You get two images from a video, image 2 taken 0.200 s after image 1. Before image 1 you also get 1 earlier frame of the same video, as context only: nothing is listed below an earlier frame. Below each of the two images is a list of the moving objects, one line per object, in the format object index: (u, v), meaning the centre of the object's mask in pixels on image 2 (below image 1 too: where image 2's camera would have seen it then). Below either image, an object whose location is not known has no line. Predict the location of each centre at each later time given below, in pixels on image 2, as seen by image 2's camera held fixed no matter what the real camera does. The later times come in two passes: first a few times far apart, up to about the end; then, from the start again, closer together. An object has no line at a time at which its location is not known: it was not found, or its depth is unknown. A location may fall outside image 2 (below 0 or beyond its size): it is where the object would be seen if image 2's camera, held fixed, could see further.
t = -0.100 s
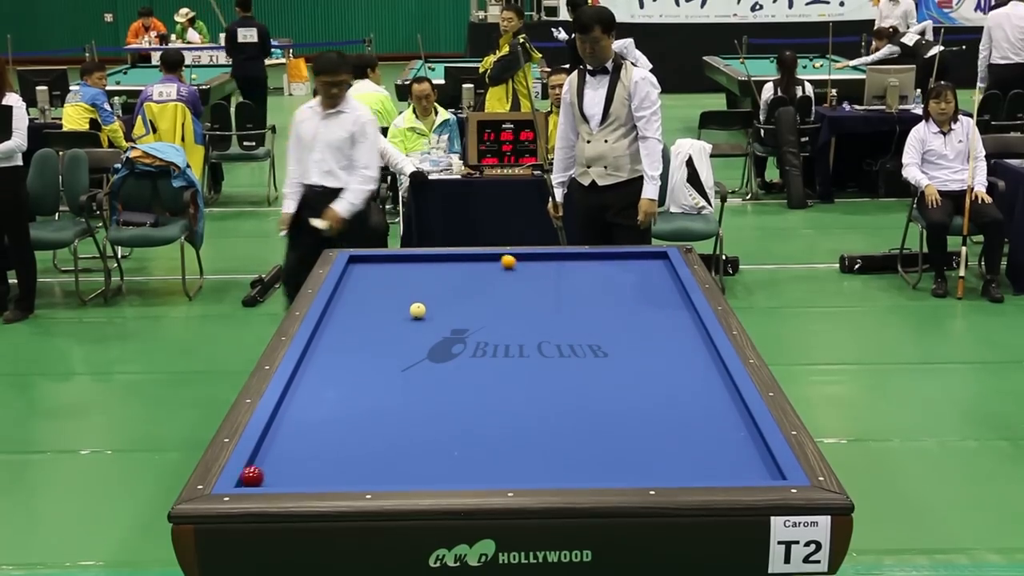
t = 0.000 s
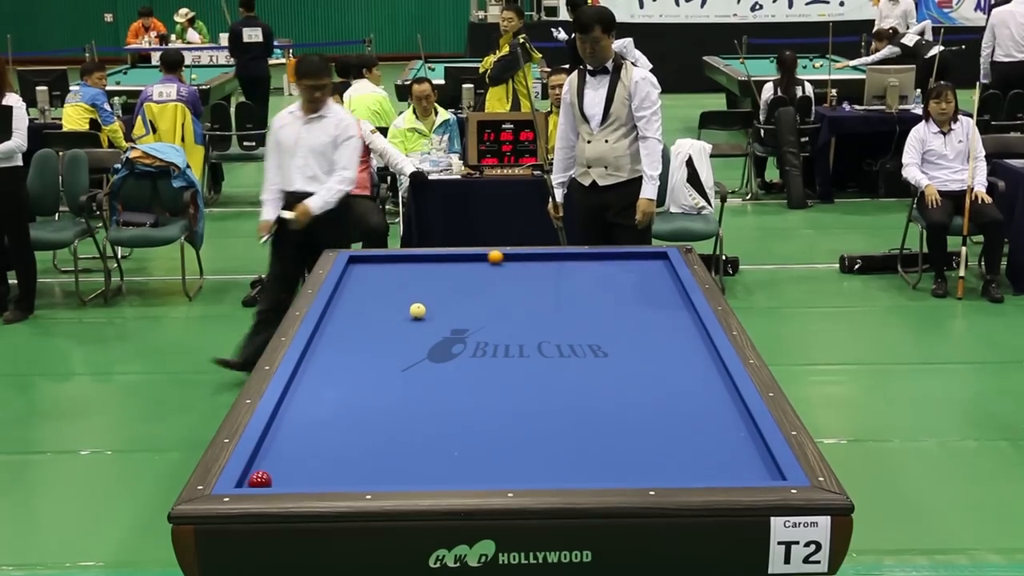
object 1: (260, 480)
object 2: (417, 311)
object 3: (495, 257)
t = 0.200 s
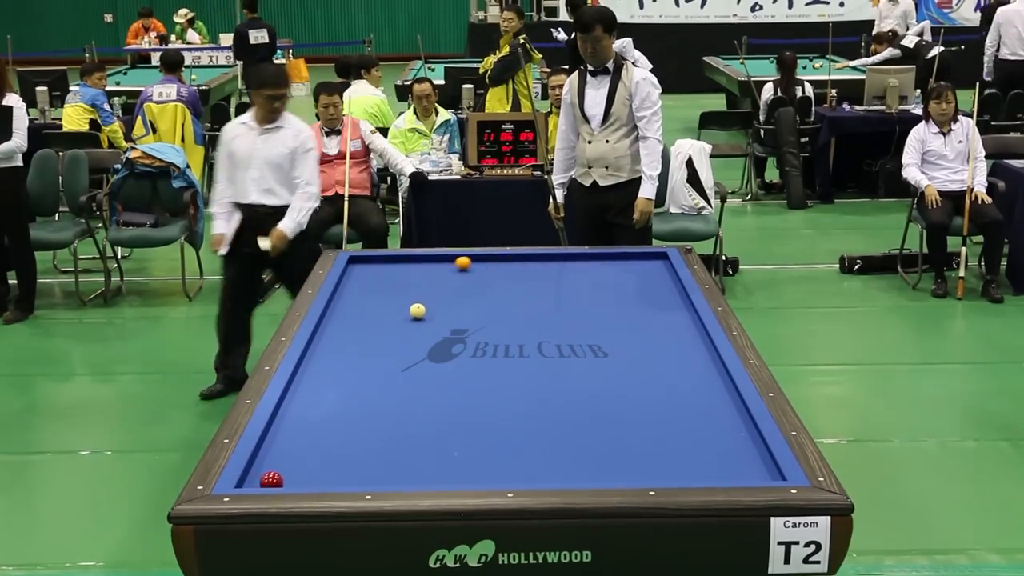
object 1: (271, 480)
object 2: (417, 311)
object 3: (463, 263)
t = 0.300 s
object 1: (276, 478)
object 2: (417, 311)
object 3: (446, 266)
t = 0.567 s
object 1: (290, 474)
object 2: (417, 311)
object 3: (402, 275)
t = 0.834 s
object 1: (302, 467)
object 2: (417, 311)
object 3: (355, 285)
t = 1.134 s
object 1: (315, 461)
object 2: (417, 311)
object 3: (362, 295)
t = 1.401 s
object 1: (326, 456)
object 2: (417, 312)
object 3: (385, 304)
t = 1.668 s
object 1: (336, 451)
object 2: (424, 312)
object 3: (401, 313)
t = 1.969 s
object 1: (347, 447)
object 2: (447, 313)
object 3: (402, 323)
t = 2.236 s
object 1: (355, 443)
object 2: (467, 314)
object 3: (403, 331)
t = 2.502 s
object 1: (363, 440)
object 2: (486, 315)
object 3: (405, 340)
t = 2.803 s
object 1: (371, 436)
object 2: (506, 316)
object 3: (406, 350)
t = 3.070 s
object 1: (376, 433)
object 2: (523, 317)
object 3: (407, 359)
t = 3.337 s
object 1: (382, 431)
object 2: (540, 318)
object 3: (409, 368)
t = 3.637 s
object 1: (387, 429)
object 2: (558, 319)
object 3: (410, 379)
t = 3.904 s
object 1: (391, 427)
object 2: (573, 319)
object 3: (411, 388)
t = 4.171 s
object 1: (394, 426)
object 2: (586, 320)
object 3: (412, 397)
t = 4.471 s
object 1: (397, 425)
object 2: (601, 321)
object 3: (413, 408)
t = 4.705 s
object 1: (398, 424)
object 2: (612, 321)
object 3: (415, 415)
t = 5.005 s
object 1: (392, 426)
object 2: (625, 321)
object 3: (426, 423)
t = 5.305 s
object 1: (384, 429)
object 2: (636, 322)
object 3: (441, 429)
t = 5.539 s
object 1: (379, 431)
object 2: (645, 322)
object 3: (452, 434)
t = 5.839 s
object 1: (373, 433)
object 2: (654, 323)
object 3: (466, 439)
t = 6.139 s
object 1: (368, 435)
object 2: (663, 323)
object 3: (480, 445)
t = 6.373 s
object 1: (365, 436)
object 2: (669, 323)
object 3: (490, 449)
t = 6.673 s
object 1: (362, 437)
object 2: (676, 323)
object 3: (502, 453)
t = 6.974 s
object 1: (360, 438)
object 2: (681, 323)
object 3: (513, 458)
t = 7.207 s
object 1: (359, 438)
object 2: (685, 324)
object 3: (521, 461)
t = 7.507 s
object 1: (358, 438)
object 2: (688, 324)
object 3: (531, 465)
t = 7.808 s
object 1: (358, 438)
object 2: (691, 324)
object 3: (541, 469)
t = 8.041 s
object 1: (358, 438)
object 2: (691, 324)
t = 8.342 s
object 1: (358, 438)
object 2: (692, 324)
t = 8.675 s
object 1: (358, 438)
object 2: (692, 324)
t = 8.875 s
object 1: (358, 438)
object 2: (692, 324)
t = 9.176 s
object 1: (358, 438)
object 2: (692, 324)
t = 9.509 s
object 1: (358, 439)
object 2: (692, 324)
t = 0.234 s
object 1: (273, 479)
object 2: (417, 311)
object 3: (457, 264)
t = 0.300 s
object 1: (276, 478)
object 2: (417, 311)
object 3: (446, 266)
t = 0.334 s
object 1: (278, 478)
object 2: (417, 311)
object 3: (441, 267)
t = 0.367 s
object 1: (280, 477)
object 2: (417, 311)
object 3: (435, 268)
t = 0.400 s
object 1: (282, 477)
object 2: (417, 311)
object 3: (430, 269)
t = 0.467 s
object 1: (285, 476)
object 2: (417, 311)
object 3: (418, 272)
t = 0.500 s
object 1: (287, 475)
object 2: (417, 311)
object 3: (413, 273)
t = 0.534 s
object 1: (288, 474)
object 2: (417, 311)
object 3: (407, 274)
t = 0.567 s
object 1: (290, 474)
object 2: (417, 311)
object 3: (402, 275)
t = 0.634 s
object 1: (293, 472)
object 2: (417, 311)
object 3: (390, 277)
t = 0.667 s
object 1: (295, 471)
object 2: (417, 311)
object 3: (384, 279)
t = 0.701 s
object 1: (296, 470)
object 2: (417, 311)
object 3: (379, 280)
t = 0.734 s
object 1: (298, 470)
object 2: (417, 311)
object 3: (373, 281)
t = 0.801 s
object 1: (301, 468)
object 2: (417, 311)
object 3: (361, 283)
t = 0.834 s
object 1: (302, 467)
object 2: (417, 311)
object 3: (355, 285)
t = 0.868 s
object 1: (304, 467)
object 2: (417, 311)
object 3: (349, 286)
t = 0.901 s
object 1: (305, 466)
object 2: (417, 311)
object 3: (343, 287)
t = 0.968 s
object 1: (308, 465)
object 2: (417, 311)
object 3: (347, 289)
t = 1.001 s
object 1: (310, 464)
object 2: (417, 311)
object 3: (350, 290)
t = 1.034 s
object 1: (311, 463)
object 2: (417, 311)
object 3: (353, 292)
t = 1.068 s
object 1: (313, 462)
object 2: (417, 312)
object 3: (356, 293)
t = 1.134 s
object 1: (315, 461)
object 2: (417, 311)
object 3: (362, 295)
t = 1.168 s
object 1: (317, 461)
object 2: (417, 311)
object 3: (364, 296)
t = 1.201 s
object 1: (318, 460)
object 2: (417, 311)
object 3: (367, 297)
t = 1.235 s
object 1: (320, 459)
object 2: (417, 311)
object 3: (370, 298)
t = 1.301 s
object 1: (322, 458)
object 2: (417, 311)
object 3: (376, 300)
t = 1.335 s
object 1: (324, 457)
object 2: (417, 311)
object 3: (379, 302)
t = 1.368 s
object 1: (325, 457)
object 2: (417, 311)
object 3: (382, 303)
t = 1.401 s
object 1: (326, 456)
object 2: (417, 312)
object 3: (385, 304)
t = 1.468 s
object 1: (329, 455)
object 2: (417, 311)
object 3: (391, 306)
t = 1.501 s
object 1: (330, 454)
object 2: (417, 311)
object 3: (394, 308)
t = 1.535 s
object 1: (331, 454)
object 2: (417, 311)
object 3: (396, 309)
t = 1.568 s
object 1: (333, 453)
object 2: (417, 311)
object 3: (400, 310)
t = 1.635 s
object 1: (335, 452)
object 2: (422, 312)
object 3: (401, 312)
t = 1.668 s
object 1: (336, 451)
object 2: (424, 312)
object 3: (401, 313)
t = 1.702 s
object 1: (337, 451)
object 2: (427, 312)
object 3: (401, 314)
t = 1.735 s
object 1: (338, 450)
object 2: (430, 312)
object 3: (401, 315)
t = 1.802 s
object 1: (341, 449)
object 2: (435, 312)
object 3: (401, 317)
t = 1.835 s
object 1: (342, 448)
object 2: (437, 312)
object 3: (402, 318)
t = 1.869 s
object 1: (343, 448)
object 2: (440, 313)
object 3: (402, 319)
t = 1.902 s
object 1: (344, 448)
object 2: (442, 313)
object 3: (402, 321)
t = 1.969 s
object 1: (347, 447)
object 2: (447, 313)
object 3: (402, 323)
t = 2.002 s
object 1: (348, 446)
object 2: (450, 313)
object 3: (402, 324)
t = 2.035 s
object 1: (349, 446)
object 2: (452, 313)
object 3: (402, 325)
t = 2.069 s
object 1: (350, 445)
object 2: (455, 313)
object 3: (402, 326)
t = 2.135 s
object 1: (352, 445)
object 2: (460, 314)
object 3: (403, 328)
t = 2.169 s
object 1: (353, 444)
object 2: (462, 314)
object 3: (403, 329)
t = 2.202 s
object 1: (354, 443)
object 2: (465, 314)
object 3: (403, 330)
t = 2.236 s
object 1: (355, 443)
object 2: (467, 314)
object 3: (403, 331)
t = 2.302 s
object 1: (357, 442)
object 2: (472, 314)
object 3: (404, 333)
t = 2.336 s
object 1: (358, 442)
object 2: (474, 314)
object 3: (404, 334)
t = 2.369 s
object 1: (359, 441)
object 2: (477, 314)
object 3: (404, 336)
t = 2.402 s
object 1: (360, 441)
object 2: (479, 314)
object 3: (404, 336)
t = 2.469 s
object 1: (362, 440)
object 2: (484, 315)
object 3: (404, 339)
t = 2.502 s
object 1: (363, 440)
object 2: (486, 315)
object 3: (405, 340)
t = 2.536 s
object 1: (364, 439)
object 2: (488, 315)
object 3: (405, 341)
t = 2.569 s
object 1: (364, 439)
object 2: (491, 315)
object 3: (405, 342)
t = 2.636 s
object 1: (366, 438)
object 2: (495, 316)
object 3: (405, 344)
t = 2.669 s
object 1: (367, 438)
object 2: (497, 316)
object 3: (405, 346)
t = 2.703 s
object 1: (368, 437)
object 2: (500, 316)
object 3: (405, 347)
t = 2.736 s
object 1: (369, 437)
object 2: (502, 316)
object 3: (406, 348)
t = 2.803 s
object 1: (371, 436)
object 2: (506, 316)
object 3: (406, 350)
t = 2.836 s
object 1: (371, 436)
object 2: (508, 317)
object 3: (406, 351)
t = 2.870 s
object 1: (372, 435)
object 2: (511, 317)
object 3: (406, 352)
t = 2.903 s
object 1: (373, 435)
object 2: (513, 317)
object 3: (407, 353)
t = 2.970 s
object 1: (374, 434)
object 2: (517, 316)
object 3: (407, 355)
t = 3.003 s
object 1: (375, 434)
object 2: (519, 317)
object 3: (407, 356)
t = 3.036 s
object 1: (376, 434)
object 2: (521, 317)
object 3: (407, 358)
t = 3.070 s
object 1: (376, 433)
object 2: (523, 317)
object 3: (407, 359)
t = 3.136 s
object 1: (378, 433)
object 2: (528, 317)
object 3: (407, 361)
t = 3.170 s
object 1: (378, 432)
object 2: (530, 317)
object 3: (408, 362)
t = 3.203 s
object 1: (379, 432)
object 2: (532, 317)
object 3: (408, 363)
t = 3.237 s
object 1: (380, 432)
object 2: (534, 317)
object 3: (408, 364)
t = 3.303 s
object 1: (381, 431)
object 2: (538, 318)
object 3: (408, 367)
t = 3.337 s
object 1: (382, 431)
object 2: (540, 318)
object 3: (409, 368)
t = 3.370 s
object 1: (382, 431)
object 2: (542, 318)
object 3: (408, 369)
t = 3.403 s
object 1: (383, 430)
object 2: (544, 318)
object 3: (409, 370)
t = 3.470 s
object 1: (384, 430)
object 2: (548, 318)
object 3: (409, 373)
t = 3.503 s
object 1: (384, 430)
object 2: (550, 318)
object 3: (409, 374)
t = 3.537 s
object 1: (385, 429)
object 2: (552, 318)
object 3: (409, 375)
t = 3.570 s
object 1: (385, 429)
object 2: (554, 319)
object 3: (409, 376)
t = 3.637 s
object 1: (387, 429)
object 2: (558, 319)
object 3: (410, 379)
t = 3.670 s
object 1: (387, 428)
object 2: (559, 319)
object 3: (410, 380)
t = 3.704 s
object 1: (388, 428)
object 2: (561, 319)
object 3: (410, 381)
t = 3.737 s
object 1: (388, 428)
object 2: (563, 319)
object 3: (410, 382)
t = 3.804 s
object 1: (389, 427)
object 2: (567, 319)
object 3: (410, 384)
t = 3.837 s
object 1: (390, 427)
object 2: (569, 319)
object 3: (411, 385)
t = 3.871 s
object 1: (390, 427)
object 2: (571, 319)
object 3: (411, 387)
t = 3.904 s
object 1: (391, 427)
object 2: (573, 319)
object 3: (411, 388)
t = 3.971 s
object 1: (392, 427)
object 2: (576, 319)
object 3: (411, 390)
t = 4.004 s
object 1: (392, 426)
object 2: (578, 319)
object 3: (411, 391)
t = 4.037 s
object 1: (392, 427)
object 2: (580, 320)
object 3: (411, 392)
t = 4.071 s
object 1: (393, 426)
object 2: (581, 320)
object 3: (411, 394)
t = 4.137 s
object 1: (394, 426)
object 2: (585, 320)
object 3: (412, 396)
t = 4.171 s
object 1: (394, 426)
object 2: (586, 320)
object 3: (412, 397)
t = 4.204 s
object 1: (394, 426)
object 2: (588, 320)
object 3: (412, 398)
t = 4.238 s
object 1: (395, 426)
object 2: (590, 320)
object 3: (412, 399)
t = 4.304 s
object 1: (395, 425)
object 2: (593, 320)
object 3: (412, 402)
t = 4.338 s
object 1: (396, 425)
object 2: (595, 320)
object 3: (413, 403)
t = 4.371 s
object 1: (396, 425)
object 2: (596, 320)
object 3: (413, 404)
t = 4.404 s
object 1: (396, 425)
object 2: (598, 320)
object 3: (413, 405)
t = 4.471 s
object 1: (397, 425)
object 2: (601, 321)
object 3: (413, 408)
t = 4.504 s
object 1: (397, 425)
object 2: (603, 321)
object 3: (413, 409)
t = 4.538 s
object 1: (398, 424)
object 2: (604, 321)
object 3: (414, 410)
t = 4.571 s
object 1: (398, 425)
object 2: (606, 321)
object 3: (414, 411)
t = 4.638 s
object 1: (398, 425)
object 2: (609, 321)
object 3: (414, 413)
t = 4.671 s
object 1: (398, 424)
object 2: (610, 321)
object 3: (414, 414)
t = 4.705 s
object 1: (398, 424)
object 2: (612, 321)
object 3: (415, 415)
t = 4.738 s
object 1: (399, 424)
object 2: (613, 321)
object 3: (415, 417)
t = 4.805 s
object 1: (398, 425)
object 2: (616, 321)
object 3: (417, 419)
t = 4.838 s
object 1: (397, 425)
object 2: (618, 321)
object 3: (418, 420)
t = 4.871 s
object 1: (396, 425)
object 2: (619, 321)
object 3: (419, 420)
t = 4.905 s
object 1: (395, 426)
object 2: (621, 321)
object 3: (421, 421)
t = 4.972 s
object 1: (393, 426)
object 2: (624, 321)
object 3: (425, 423)
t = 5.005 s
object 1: (392, 426)
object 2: (625, 321)
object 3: (426, 423)
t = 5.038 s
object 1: (391, 427)
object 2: (626, 321)
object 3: (428, 424)
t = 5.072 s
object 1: (390, 427)
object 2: (627, 321)
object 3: (430, 425)
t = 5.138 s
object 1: (388, 428)
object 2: (630, 322)
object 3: (433, 426)
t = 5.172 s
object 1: (387, 428)
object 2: (632, 322)
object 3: (435, 427)
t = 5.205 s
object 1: (387, 428)
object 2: (633, 322)
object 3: (436, 427)
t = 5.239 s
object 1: (386, 428)
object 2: (634, 322)
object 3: (438, 428)
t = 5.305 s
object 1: (384, 429)
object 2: (636, 322)
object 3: (441, 429)
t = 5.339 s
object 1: (383, 429)
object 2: (638, 322)
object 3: (443, 430)
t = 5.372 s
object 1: (383, 430)
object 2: (639, 322)
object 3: (445, 430)
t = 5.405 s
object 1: (382, 430)
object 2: (640, 322)
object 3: (446, 431)
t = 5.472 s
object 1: (381, 431)
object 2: (643, 322)
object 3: (449, 433)
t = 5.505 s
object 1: (380, 431)
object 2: (644, 322)
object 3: (451, 433)
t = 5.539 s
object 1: (379, 431)
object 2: (645, 322)
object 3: (452, 434)
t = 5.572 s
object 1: (378, 431)
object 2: (646, 322)
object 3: (454, 434)
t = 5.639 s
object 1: (377, 432)
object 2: (649, 322)
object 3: (457, 436)
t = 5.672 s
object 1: (376, 432)
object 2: (649, 323)
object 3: (459, 436)
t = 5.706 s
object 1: (376, 432)
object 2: (651, 322)
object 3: (460, 437)
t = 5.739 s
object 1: (375, 433)
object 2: (652, 323)
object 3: (462, 437)
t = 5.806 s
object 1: (374, 433)
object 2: (654, 323)
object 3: (465, 439)
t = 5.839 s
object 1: (373, 433)
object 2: (654, 323)
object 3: (466, 439)
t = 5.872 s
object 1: (373, 433)
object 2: (656, 323)
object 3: (468, 440)
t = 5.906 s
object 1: (372, 434)
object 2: (657, 323)
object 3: (469, 440)
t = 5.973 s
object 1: (371, 434)
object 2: (659, 323)
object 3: (472, 442)
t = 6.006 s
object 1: (370, 434)
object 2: (660, 323)
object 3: (474, 442)
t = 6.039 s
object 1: (370, 435)
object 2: (661, 323)
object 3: (475, 443)
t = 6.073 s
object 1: (369, 435)
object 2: (662, 323)
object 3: (477, 443)
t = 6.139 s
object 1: (368, 435)
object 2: (663, 323)
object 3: (480, 445)
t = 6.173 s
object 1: (368, 435)
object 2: (664, 323)
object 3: (481, 445)
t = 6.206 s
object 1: (367, 435)
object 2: (665, 323)
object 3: (483, 446)
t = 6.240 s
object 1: (367, 435)
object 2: (666, 323)
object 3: (484, 446)
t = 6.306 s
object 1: (366, 436)
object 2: (668, 323)
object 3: (487, 447)
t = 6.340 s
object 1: (365, 436)
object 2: (668, 323)
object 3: (488, 448)
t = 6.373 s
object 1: (365, 436)
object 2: (669, 323)
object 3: (490, 449)
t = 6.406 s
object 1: (365, 436)
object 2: (670, 323)
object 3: (491, 449)
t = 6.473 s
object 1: (364, 436)
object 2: (672, 323)
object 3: (494, 450)
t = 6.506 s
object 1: (363, 436)
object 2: (672, 323)
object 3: (495, 451)
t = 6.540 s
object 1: (363, 437)
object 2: (673, 323)
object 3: (497, 451)
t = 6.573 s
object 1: (363, 437)
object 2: (674, 323)
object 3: (498, 452)
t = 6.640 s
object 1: (362, 437)
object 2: (675, 323)
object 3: (500, 453)
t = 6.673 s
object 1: (362, 437)
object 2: (676, 323)
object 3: (502, 453)
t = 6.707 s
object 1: (362, 437)
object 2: (676, 324)
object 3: (503, 454)
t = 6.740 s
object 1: (361, 437)
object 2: (677, 323)
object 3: (504, 454)
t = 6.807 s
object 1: (361, 437)
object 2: (679, 323)
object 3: (507, 455)
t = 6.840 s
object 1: (360, 438)
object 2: (679, 323)
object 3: (508, 456)
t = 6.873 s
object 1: (360, 438)
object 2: (679, 324)
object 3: (509, 456)
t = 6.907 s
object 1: (360, 438)
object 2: (680, 324)
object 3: (511, 457)
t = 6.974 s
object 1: (360, 438)
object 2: (681, 323)
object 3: (513, 458)
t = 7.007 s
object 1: (360, 438)
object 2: (682, 324)
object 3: (515, 458)
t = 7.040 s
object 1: (359, 438)
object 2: (682, 324)
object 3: (516, 459)
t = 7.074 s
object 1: (359, 438)
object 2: (683, 324)
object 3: (517, 459)
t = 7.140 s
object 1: (359, 438)
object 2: (684, 324)
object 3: (519, 460)
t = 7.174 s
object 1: (359, 438)
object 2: (684, 324)
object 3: (520, 461)
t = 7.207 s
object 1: (359, 438)
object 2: (685, 324)
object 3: (521, 461)
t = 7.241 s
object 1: (359, 438)
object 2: (685, 324)
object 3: (523, 462)
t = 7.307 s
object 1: (358, 438)
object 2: (686, 324)
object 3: (525, 462)
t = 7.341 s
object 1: (358, 438)
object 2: (687, 324)
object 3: (526, 463)
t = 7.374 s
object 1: (358, 438)
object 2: (687, 324)
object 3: (527, 463)
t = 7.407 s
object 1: (358, 438)
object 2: (687, 324)
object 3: (528, 464)
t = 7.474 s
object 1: (358, 438)
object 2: (688, 324)
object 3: (530, 465)
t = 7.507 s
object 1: (358, 438)
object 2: (688, 324)
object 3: (531, 465)
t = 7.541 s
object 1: (358, 438)
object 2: (689, 324)
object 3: (532, 466)
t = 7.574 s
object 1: (358, 439)
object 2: (689, 324)
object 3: (534, 466)
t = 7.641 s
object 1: (358, 439)
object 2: (690, 324)
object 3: (536, 467)
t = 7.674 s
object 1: (358, 438)
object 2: (690, 324)
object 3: (537, 467)
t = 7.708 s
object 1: (358, 438)
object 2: (690, 324)
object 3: (538, 467)
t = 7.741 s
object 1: (358, 439)
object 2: (690, 324)
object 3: (538, 468)
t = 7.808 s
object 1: (358, 438)
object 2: (691, 324)
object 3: (541, 469)
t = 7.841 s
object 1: (358, 439)
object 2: (691, 324)
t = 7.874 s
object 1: (358, 438)
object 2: (691, 324)
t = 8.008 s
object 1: (358, 438)
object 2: (691, 324)
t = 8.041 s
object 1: (358, 438)
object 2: (691, 324)
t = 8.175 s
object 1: (358, 438)
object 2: (692, 323)
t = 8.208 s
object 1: (358, 438)
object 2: (692, 324)
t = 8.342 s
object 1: (358, 438)
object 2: (692, 324)
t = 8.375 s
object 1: (358, 438)
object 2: (692, 324)
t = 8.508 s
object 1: (358, 439)
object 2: (692, 324)
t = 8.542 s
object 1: (358, 438)
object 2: (692, 324)
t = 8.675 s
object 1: (358, 438)
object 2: (692, 324)
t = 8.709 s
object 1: (358, 438)
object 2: (692, 324)
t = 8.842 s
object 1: (358, 438)
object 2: (692, 324)
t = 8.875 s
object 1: (358, 438)
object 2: (692, 324)
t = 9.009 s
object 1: (358, 439)
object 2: (692, 324)
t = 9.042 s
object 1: (358, 438)
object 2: (692, 324)
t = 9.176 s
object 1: (358, 438)
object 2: (692, 324)
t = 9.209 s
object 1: (358, 438)
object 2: (692, 324)
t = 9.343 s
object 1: (358, 438)
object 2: (692, 324)
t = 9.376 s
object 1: (358, 438)
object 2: (692, 324)
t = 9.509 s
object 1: (358, 439)
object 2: (692, 324)
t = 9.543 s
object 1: (358, 439)
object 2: (692, 324)
